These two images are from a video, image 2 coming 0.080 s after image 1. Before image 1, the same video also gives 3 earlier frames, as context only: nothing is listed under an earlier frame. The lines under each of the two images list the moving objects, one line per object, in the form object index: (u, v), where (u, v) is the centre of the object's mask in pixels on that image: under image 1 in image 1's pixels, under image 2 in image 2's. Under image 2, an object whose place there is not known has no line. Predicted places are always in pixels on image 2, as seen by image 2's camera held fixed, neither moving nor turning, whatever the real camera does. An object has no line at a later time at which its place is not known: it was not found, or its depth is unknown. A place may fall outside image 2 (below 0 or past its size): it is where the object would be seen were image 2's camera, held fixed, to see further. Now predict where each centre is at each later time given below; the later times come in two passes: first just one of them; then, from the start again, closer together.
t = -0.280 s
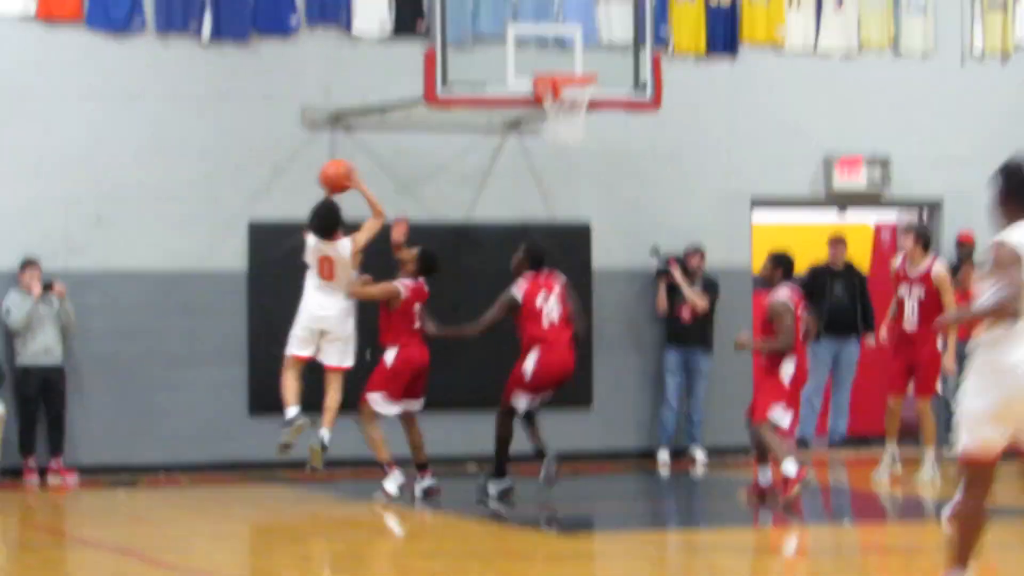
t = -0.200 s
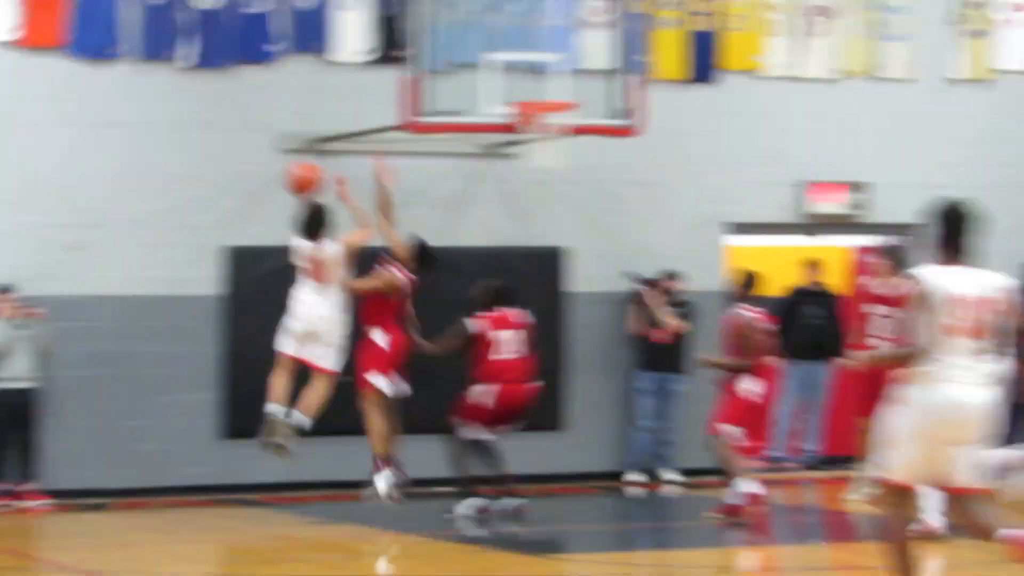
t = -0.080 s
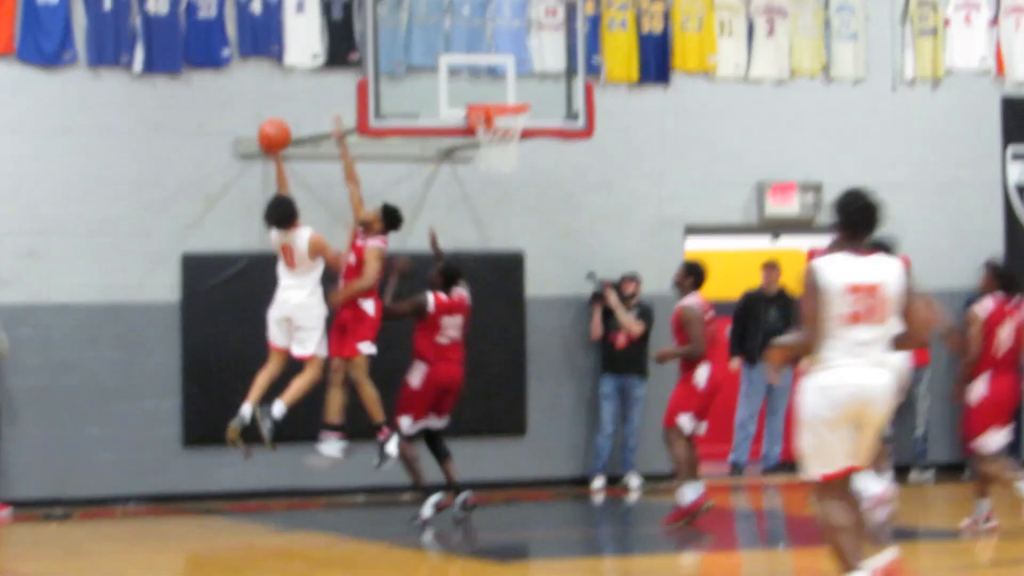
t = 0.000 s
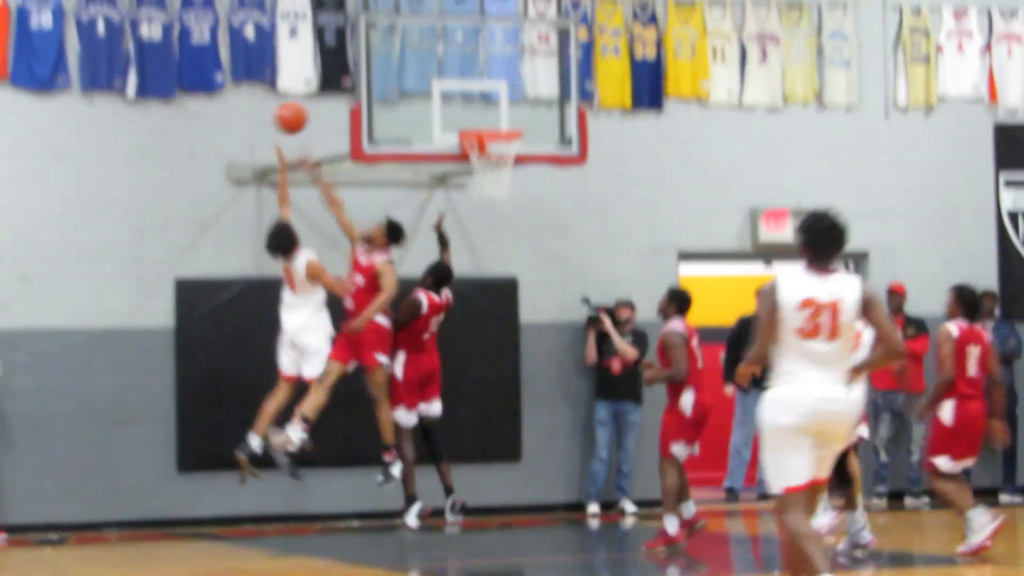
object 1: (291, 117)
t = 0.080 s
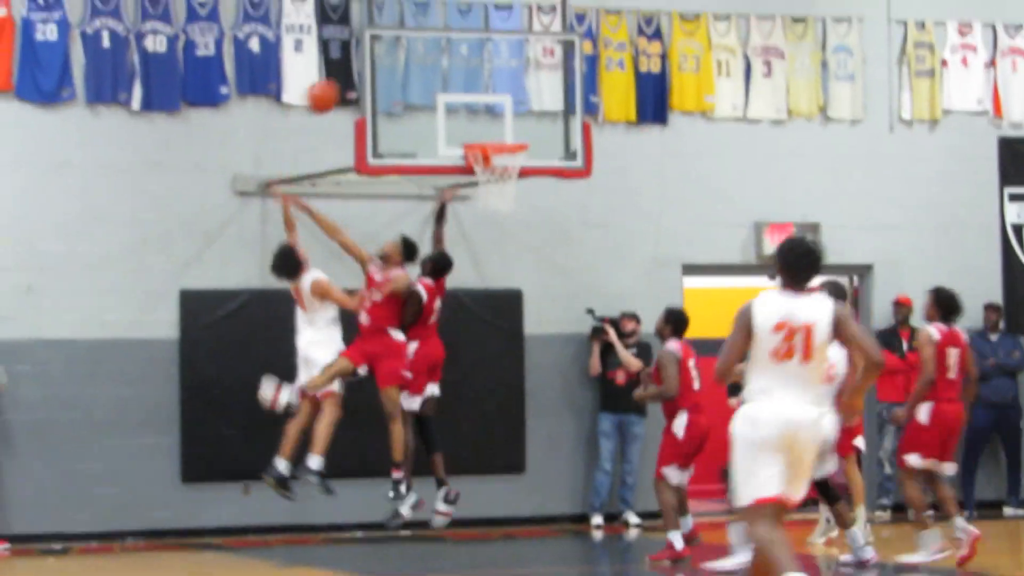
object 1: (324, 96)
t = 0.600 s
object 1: (467, 93)
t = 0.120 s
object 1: (335, 83)
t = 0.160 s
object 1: (344, 72)
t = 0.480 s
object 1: (436, 63)
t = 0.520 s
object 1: (446, 70)
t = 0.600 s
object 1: (467, 93)
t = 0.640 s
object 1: (477, 109)
